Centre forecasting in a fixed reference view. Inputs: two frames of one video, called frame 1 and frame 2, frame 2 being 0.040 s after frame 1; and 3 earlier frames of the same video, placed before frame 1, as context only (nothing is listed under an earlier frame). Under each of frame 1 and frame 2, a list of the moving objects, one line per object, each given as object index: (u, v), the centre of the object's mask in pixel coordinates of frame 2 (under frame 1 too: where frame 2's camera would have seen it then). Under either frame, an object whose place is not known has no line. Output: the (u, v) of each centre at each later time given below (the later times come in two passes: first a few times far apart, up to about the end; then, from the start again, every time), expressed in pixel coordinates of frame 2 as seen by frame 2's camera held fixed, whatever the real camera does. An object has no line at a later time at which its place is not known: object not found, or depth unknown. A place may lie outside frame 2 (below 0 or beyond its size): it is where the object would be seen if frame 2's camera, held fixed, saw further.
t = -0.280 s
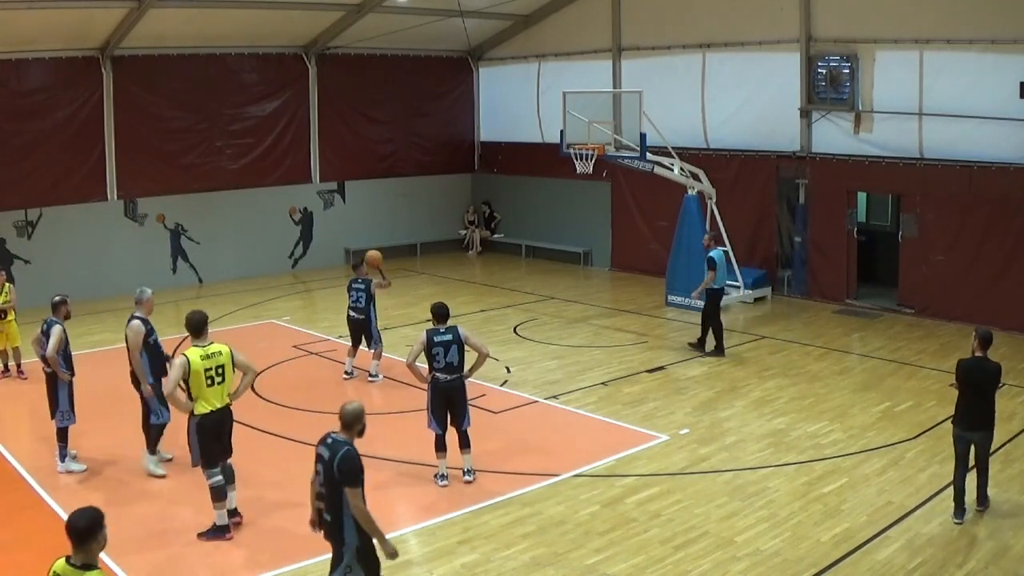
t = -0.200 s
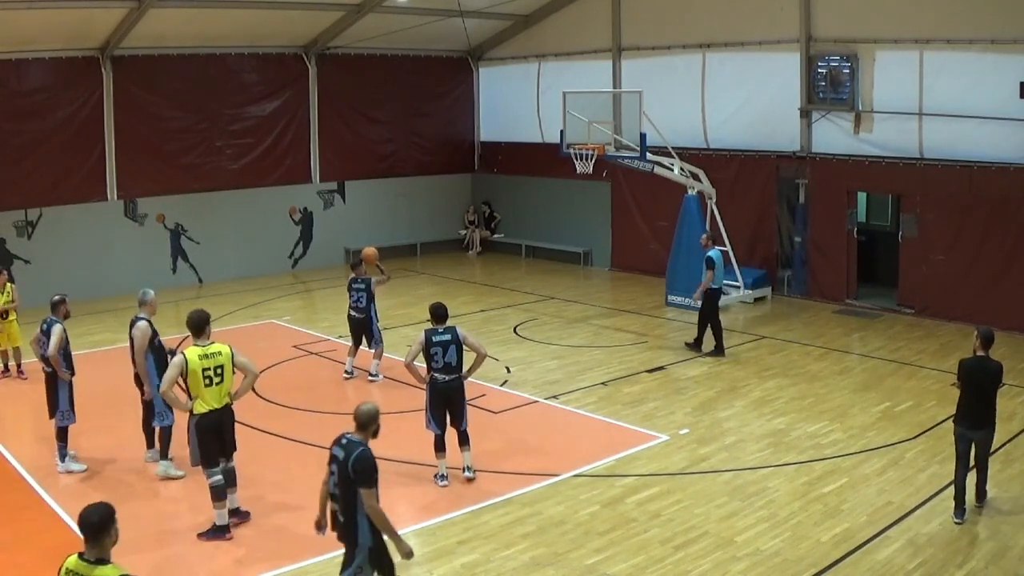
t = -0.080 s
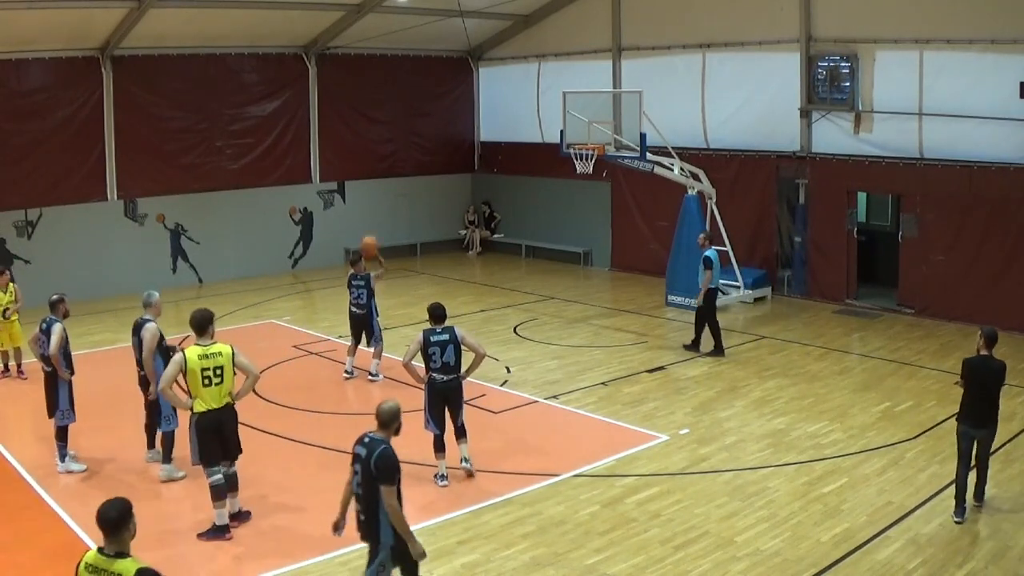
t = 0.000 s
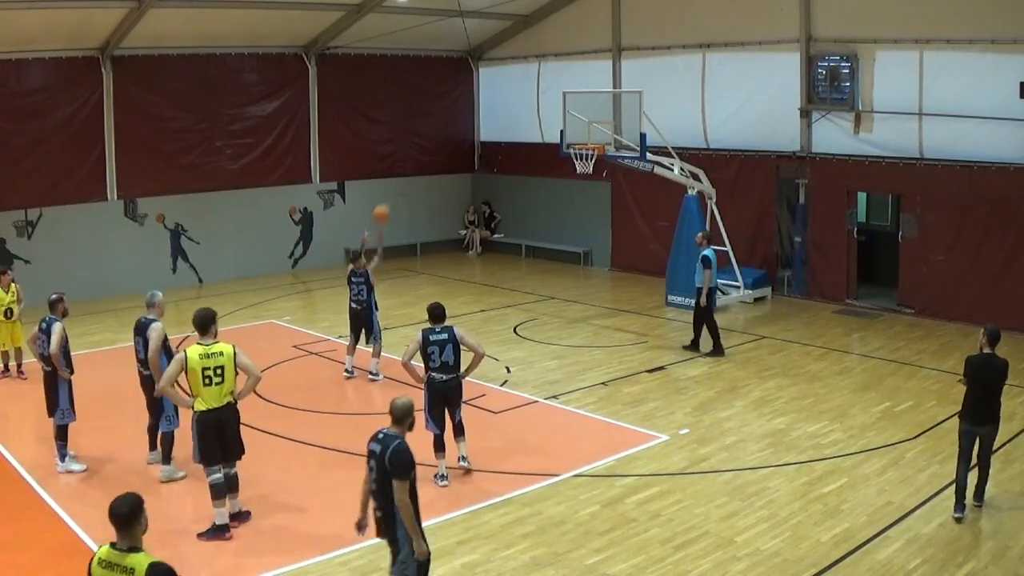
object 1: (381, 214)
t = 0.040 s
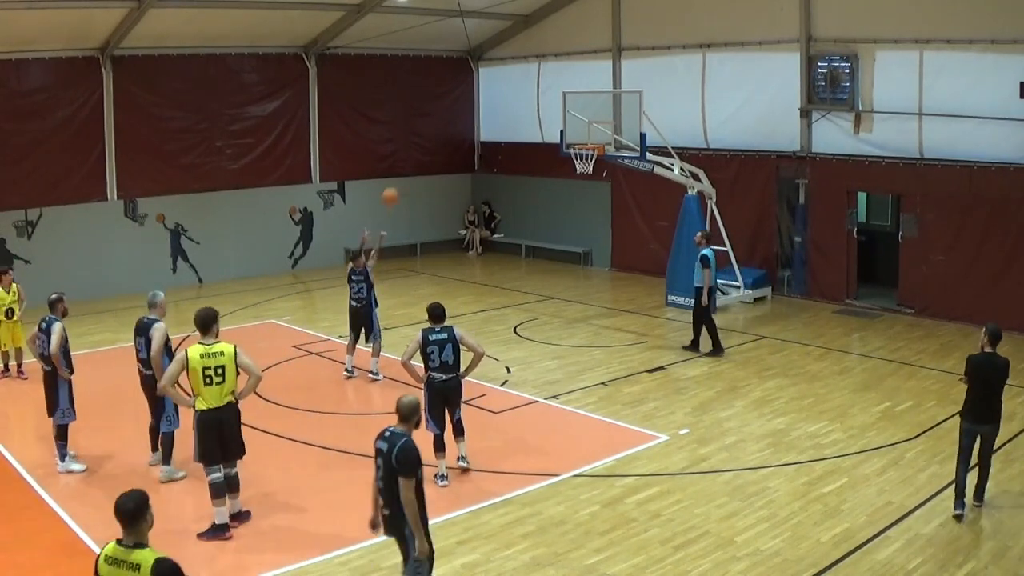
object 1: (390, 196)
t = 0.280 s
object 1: (440, 121)
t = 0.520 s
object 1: (487, 89)
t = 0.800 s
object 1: (537, 99)
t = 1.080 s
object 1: (583, 139)
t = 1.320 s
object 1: (606, 121)
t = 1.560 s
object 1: (613, 123)
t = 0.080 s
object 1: (399, 179)
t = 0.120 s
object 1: (407, 166)
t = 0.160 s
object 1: (416, 153)
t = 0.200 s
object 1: (424, 141)
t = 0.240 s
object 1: (432, 131)
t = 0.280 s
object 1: (440, 121)
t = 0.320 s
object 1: (449, 113)
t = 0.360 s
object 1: (457, 106)
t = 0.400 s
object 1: (464, 100)
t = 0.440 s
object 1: (471, 95)
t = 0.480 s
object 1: (479, 91)
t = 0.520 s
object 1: (487, 89)
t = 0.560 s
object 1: (494, 87)
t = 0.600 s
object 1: (501, 87)
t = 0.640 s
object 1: (509, 87)
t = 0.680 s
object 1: (516, 89)
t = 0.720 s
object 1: (523, 92)
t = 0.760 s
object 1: (530, 95)
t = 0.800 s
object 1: (537, 99)
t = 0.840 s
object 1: (544, 105)
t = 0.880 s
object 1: (551, 111)
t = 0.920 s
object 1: (556, 118)
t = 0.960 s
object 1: (563, 126)
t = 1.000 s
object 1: (570, 134)
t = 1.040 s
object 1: (576, 139)
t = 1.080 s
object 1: (583, 139)
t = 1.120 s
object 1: (590, 139)
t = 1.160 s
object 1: (594, 136)
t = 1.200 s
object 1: (597, 131)
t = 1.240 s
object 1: (600, 127)
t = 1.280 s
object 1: (604, 125)
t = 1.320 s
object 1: (606, 121)
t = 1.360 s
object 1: (607, 119)
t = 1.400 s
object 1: (608, 118)
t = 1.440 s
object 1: (609, 118)
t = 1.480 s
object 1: (610, 119)
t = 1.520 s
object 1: (611, 121)
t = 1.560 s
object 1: (613, 123)
